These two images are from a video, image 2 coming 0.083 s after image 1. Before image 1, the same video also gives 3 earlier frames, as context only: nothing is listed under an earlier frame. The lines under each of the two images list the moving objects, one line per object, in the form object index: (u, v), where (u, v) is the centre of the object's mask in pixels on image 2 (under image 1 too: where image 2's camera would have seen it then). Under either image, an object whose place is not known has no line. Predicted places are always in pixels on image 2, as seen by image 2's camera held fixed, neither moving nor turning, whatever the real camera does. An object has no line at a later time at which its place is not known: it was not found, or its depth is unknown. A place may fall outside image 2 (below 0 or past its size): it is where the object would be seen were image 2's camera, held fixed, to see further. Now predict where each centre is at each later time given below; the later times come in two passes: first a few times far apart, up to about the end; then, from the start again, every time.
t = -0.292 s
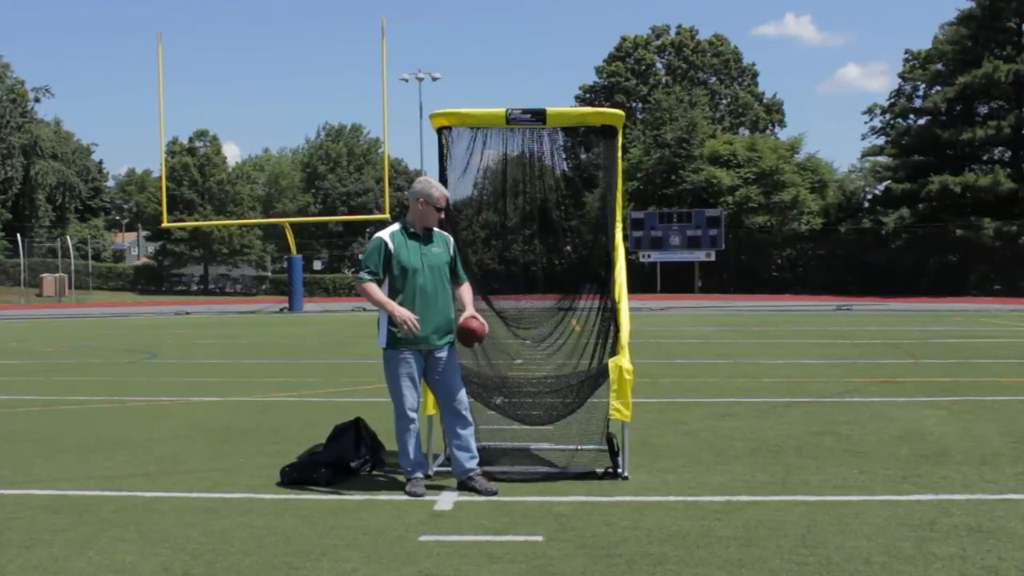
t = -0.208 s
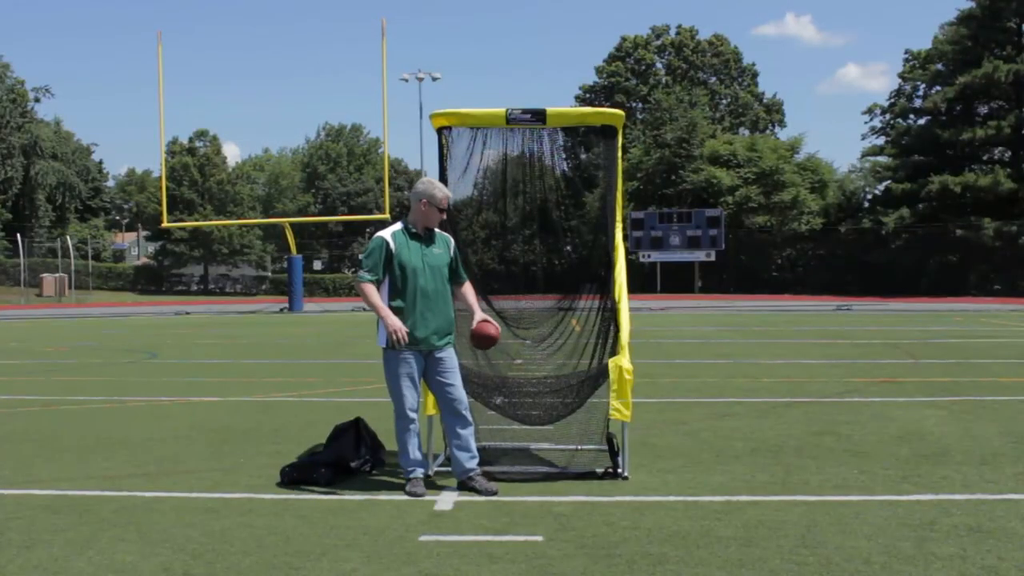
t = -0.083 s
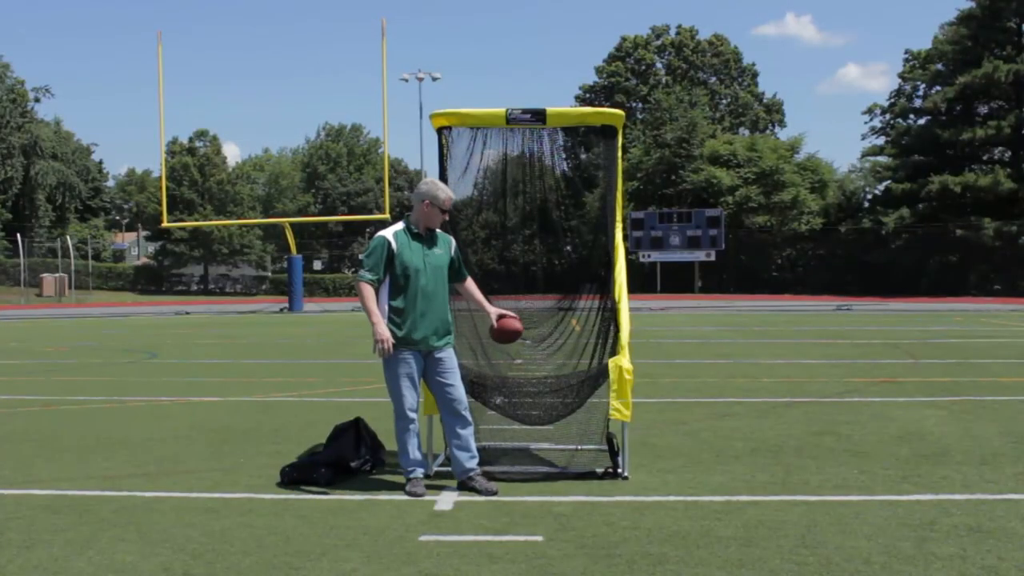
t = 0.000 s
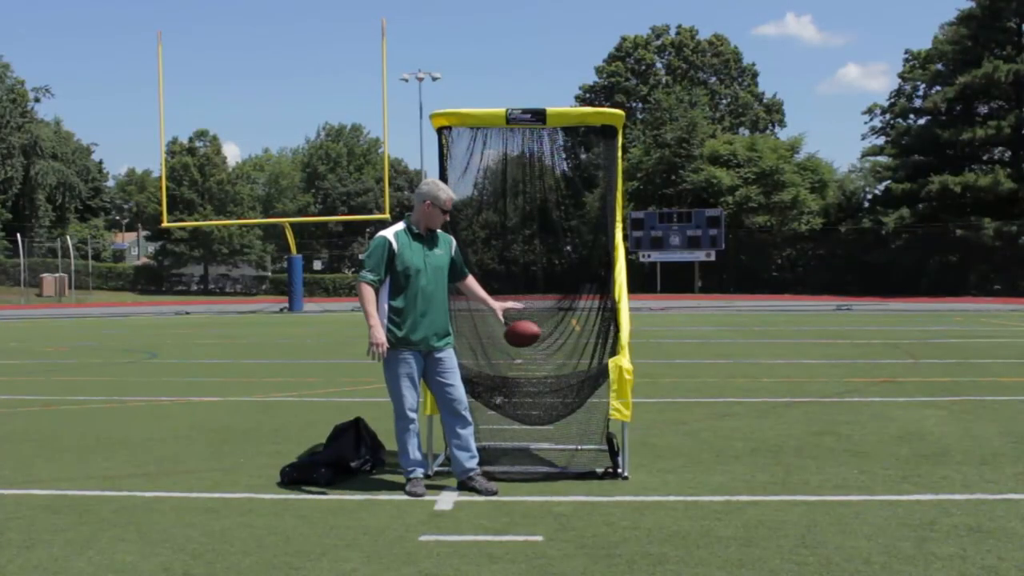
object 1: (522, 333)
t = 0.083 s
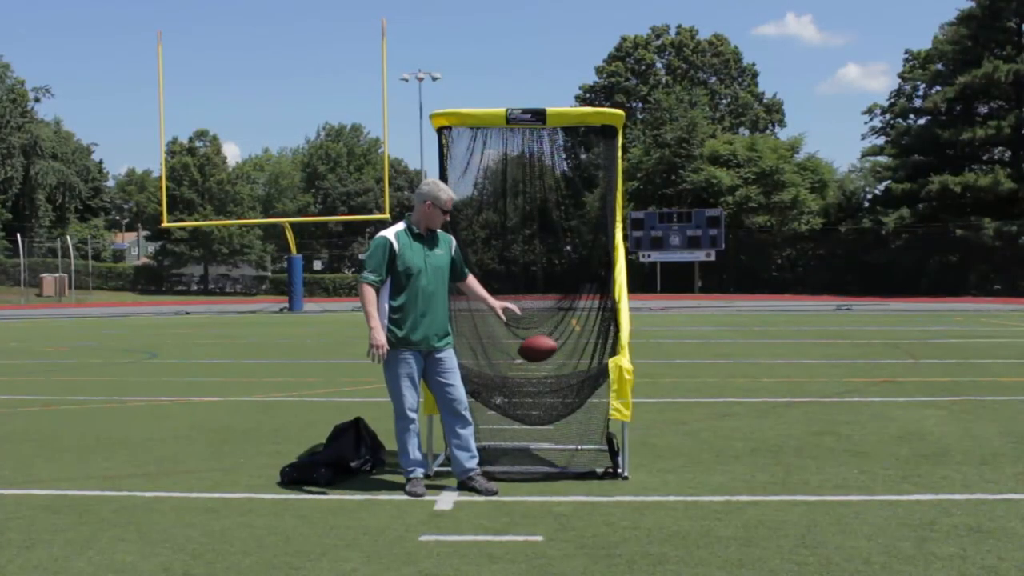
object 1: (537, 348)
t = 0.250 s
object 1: (565, 406)
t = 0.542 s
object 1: (579, 411)
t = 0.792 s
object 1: (575, 418)
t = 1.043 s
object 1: (556, 424)
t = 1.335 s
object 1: (549, 423)
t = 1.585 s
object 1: (556, 423)
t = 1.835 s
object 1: (561, 422)
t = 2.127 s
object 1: (559, 422)
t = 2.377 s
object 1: (558, 423)
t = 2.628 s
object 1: (559, 422)
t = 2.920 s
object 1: (559, 423)
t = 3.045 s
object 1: (559, 422)
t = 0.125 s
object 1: (545, 359)
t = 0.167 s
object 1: (552, 373)
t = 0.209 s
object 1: (558, 388)
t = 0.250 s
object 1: (565, 406)
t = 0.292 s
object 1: (567, 417)
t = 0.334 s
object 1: (570, 418)
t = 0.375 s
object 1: (571, 415)
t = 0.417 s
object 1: (573, 413)
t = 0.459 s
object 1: (576, 410)
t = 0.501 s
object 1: (577, 411)
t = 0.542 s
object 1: (579, 411)
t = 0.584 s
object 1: (580, 413)
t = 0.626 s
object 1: (579, 415)
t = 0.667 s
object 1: (580, 415)
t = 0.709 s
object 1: (580, 416)
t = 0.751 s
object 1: (578, 417)
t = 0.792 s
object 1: (575, 418)
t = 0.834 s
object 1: (572, 420)
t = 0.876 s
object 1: (569, 421)
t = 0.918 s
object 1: (565, 422)
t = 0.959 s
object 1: (562, 423)
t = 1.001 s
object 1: (559, 423)
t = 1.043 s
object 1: (556, 424)
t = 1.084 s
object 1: (554, 424)
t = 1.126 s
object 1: (552, 423)
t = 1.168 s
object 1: (550, 423)
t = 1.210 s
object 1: (550, 423)
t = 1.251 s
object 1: (549, 423)
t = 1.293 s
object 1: (549, 423)
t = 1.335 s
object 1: (549, 423)
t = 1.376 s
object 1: (551, 423)
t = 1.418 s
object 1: (551, 423)
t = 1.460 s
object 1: (553, 423)
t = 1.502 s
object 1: (554, 423)
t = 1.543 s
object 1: (555, 423)
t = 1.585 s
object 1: (556, 423)
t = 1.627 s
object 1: (558, 423)
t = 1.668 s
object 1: (559, 423)
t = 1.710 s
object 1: (560, 422)
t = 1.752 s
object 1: (560, 422)
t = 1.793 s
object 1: (561, 422)
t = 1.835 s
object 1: (561, 422)
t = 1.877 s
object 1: (561, 422)
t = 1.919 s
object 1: (561, 422)
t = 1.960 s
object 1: (561, 422)
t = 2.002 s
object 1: (560, 422)
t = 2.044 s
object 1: (560, 422)
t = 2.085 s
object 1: (560, 422)
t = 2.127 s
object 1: (559, 422)
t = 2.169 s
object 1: (559, 422)
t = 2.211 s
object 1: (559, 422)
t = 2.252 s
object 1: (559, 423)
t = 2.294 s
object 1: (559, 423)
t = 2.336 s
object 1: (558, 423)
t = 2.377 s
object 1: (558, 423)
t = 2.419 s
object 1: (559, 423)
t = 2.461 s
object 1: (559, 423)
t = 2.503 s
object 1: (559, 423)
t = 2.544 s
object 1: (559, 423)
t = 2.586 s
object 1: (559, 423)
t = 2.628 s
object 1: (559, 422)
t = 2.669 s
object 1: (559, 423)
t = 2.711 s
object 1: (559, 423)
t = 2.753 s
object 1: (559, 423)
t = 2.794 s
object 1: (559, 423)
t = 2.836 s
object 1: (559, 422)
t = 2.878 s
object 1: (559, 422)
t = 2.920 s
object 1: (559, 423)
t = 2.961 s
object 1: (559, 423)
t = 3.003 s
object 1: (559, 422)
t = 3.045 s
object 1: (559, 422)
